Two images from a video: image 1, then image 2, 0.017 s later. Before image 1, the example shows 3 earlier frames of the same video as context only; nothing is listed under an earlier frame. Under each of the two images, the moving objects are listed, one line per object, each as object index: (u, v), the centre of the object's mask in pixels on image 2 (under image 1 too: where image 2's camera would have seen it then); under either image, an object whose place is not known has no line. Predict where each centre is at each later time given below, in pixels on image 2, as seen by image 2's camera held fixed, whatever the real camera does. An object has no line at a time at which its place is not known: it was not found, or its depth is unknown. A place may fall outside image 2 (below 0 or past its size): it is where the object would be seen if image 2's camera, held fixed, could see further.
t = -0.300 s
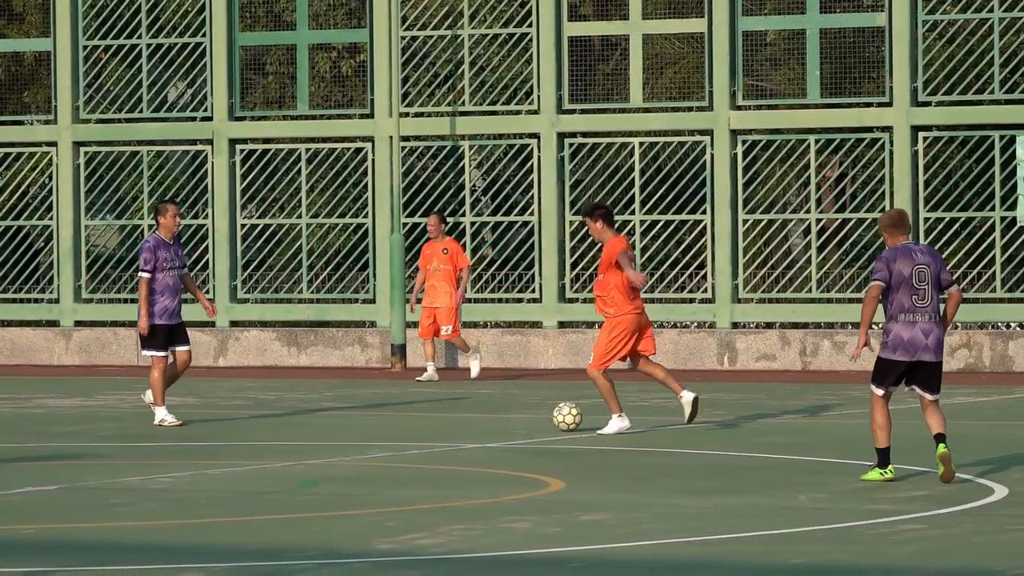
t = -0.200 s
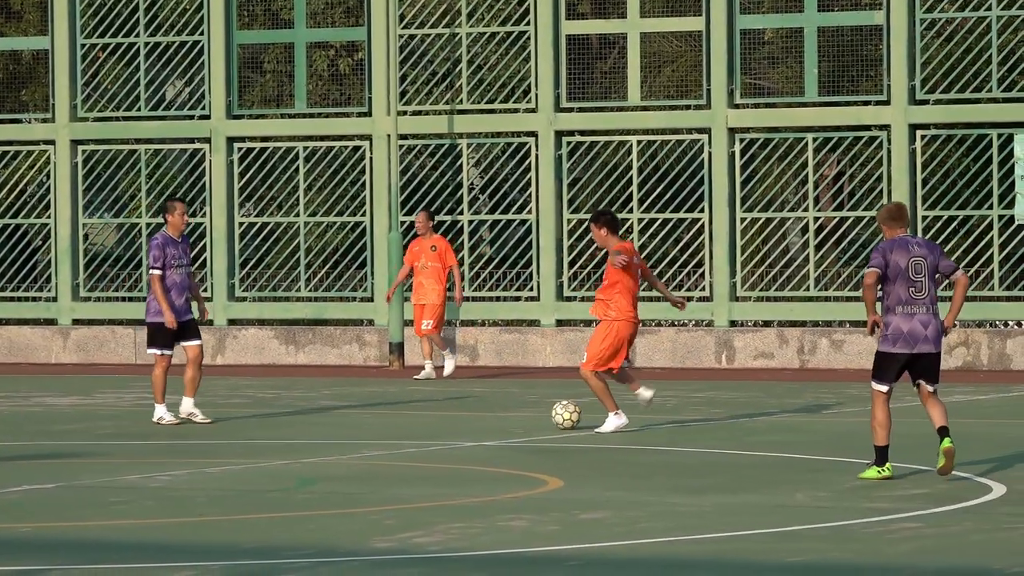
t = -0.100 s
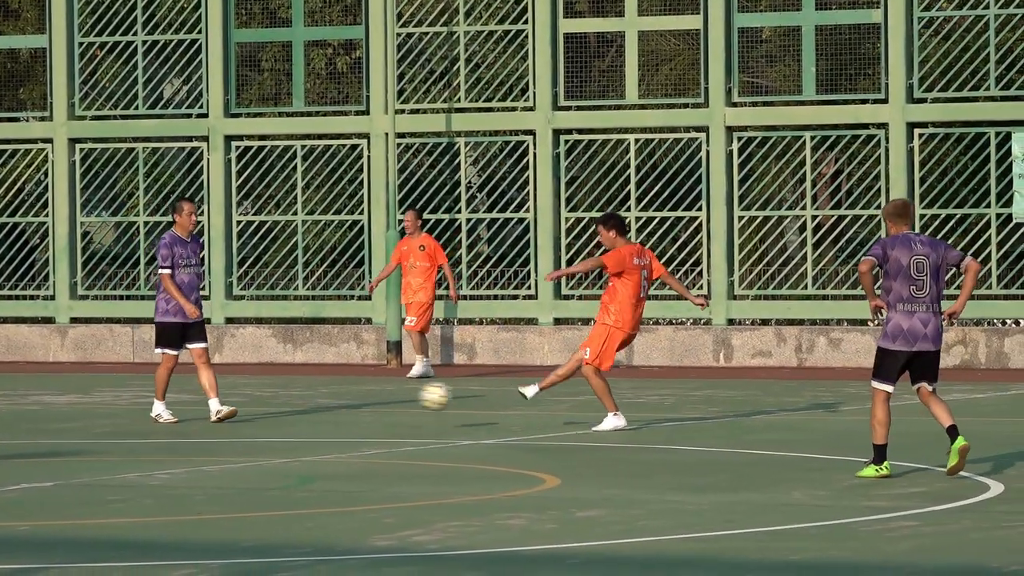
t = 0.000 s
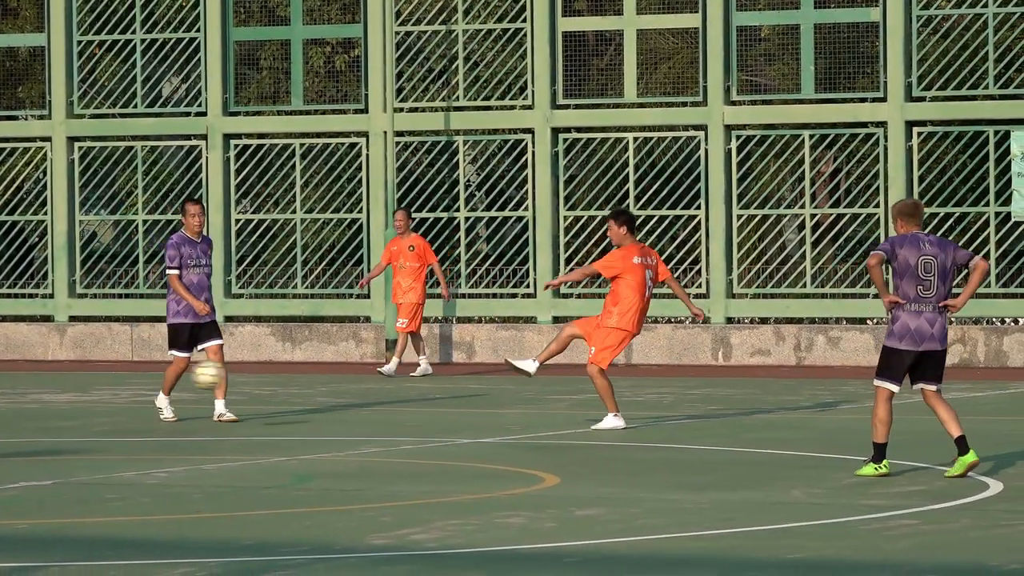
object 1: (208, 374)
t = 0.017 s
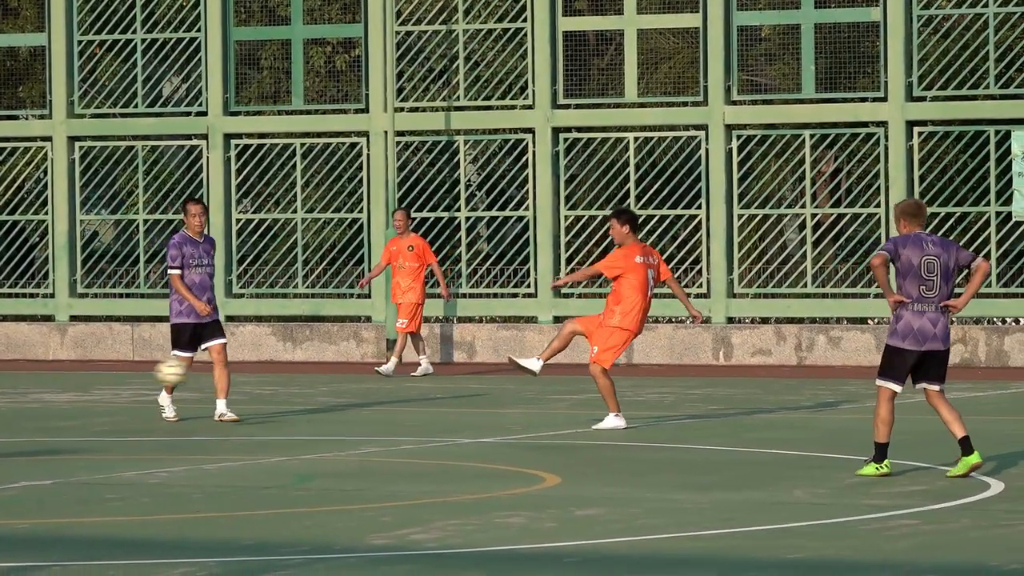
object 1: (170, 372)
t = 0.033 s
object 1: (133, 371)
